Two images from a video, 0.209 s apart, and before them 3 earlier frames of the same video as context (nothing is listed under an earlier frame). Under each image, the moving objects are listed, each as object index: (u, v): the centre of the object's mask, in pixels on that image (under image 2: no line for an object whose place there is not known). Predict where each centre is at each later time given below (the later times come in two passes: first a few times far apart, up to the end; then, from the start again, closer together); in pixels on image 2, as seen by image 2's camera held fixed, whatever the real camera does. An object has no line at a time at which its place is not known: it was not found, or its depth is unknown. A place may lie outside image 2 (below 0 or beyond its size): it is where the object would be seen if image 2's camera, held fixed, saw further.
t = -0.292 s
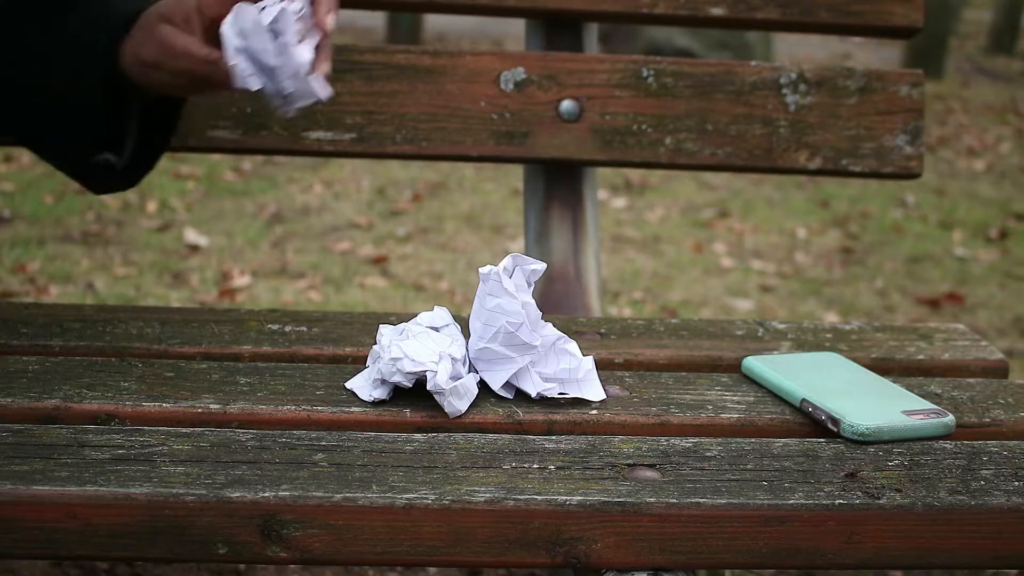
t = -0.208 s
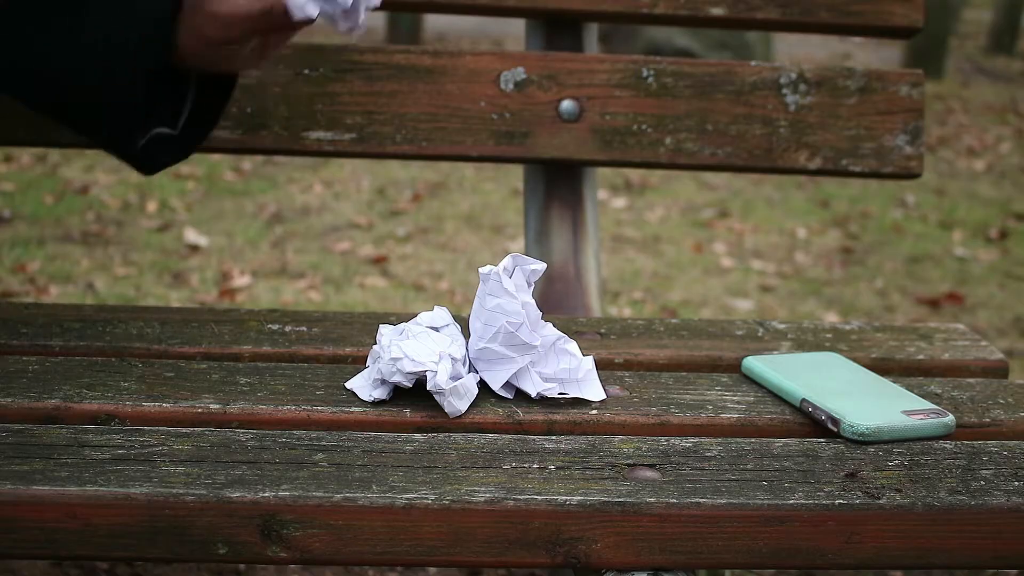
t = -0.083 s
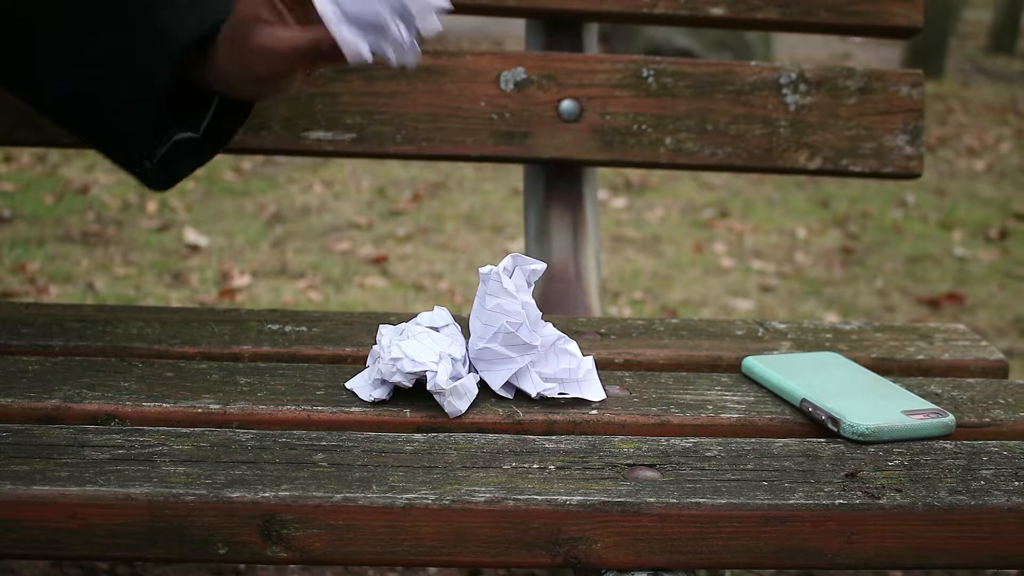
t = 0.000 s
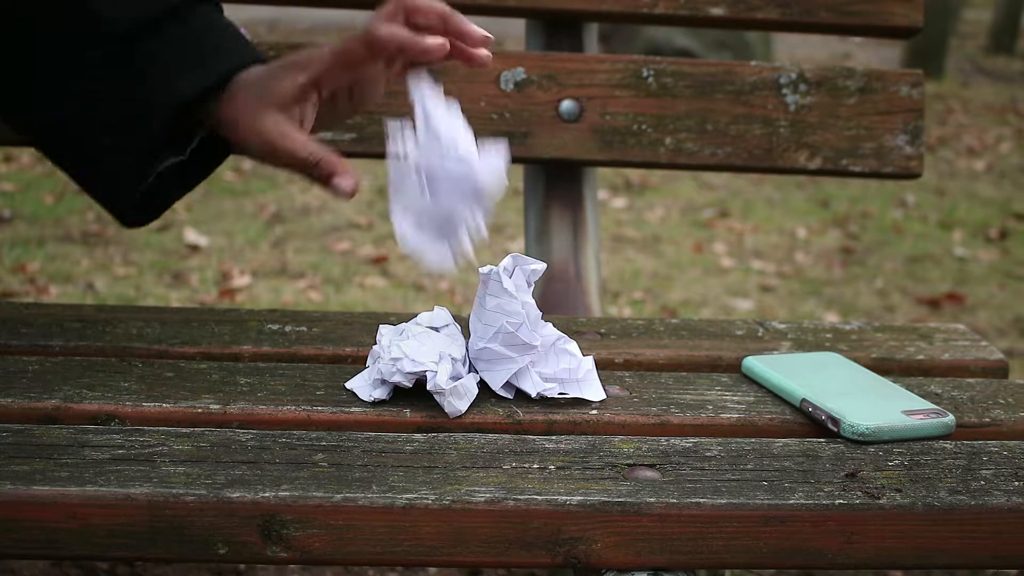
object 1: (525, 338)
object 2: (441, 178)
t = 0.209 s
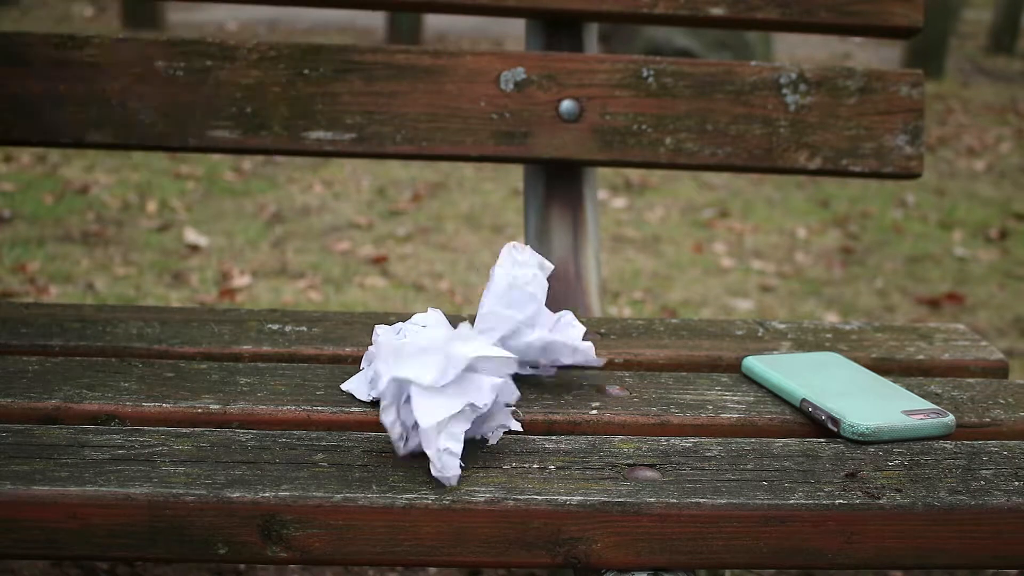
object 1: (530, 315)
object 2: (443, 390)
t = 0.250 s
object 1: (529, 317)
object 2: (428, 390)
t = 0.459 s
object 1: (542, 326)
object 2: (394, 381)
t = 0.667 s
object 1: (554, 329)
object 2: (407, 386)
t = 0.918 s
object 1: (557, 327)
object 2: (431, 392)
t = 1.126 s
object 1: (556, 328)
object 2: (428, 390)
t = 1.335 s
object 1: (556, 328)
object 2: (429, 390)
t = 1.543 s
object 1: (556, 328)
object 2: (429, 390)
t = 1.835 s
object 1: (556, 327)
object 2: (429, 390)
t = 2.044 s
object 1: (556, 327)
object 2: (429, 390)
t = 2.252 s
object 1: (556, 327)
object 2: (429, 391)
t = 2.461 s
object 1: (556, 327)
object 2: (429, 391)
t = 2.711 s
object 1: (556, 327)
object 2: (429, 391)
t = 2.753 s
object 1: (556, 327)
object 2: (429, 391)
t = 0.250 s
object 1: (529, 317)
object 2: (428, 390)
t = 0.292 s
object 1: (532, 320)
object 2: (419, 388)
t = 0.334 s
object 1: (540, 327)
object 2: (412, 387)
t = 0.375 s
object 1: (543, 329)
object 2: (404, 386)
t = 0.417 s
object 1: (541, 326)
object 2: (398, 383)
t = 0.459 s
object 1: (542, 326)
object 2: (394, 381)
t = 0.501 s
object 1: (544, 327)
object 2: (393, 381)
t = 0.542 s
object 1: (545, 327)
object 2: (394, 381)
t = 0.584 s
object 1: (547, 327)
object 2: (397, 383)
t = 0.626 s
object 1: (550, 328)
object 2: (402, 385)
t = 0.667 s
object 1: (554, 329)
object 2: (407, 386)
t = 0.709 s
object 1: (555, 325)
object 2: (410, 387)
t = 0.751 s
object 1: (555, 328)
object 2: (414, 387)
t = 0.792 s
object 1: (555, 328)
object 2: (418, 387)
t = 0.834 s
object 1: (554, 328)
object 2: (423, 388)
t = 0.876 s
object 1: (556, 328)
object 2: (429, 390)
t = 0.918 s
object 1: (557, 327)
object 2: (431, 392)
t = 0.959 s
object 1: (557, 327)
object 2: (432, 392)
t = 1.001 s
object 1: (557, 327)
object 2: (431, 392)
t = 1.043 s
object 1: (556, 327)
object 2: (429, 391)
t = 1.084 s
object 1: (556, 328)
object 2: (428, 389)
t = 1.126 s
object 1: (556, 328)
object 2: (428, 390)
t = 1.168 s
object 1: (556, 327)
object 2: (429, 390)
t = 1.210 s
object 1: (556, 328)
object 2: (429, 390)
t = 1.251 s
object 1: (556, 328)
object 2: (428, 390)
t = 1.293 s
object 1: (556, 328)
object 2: (429, 390)
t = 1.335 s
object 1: (556, 328)
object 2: (429, 390)
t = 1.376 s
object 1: (556, 328)
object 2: (429, 390)
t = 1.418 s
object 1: (556, 328)
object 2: (429, 390)
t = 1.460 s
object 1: (556, 328)
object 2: (429, 390)
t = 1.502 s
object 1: (556, 328)
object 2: (429, 390)
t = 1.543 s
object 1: (556, 328)
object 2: (429, 390)
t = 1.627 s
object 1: (556, 328)
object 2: (429, 390)
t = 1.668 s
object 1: (556, 327)
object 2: (429, 390)
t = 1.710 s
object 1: (556, 327)
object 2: (429, 390)
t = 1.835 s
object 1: (556, 327)
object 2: (429, 390)
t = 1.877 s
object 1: (556, 327)
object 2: (429, 390)
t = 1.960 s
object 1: (556, 327)
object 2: (429, 390)
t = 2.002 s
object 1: (556, 327)
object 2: (429, 390)
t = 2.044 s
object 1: (556, 327)
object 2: (429, 390)
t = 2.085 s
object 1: (556, 327)
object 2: (429, 390)
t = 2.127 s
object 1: (556, 327)
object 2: (429, 390)
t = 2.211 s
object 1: (556, 327)
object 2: (429, 391)
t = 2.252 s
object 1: (556, 327)
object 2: (429, 391)
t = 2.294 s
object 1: (556, 327)
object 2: (429, 391)
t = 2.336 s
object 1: (556, 327)
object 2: (429, 391)
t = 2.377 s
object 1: (556, 327)
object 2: (429, 391)
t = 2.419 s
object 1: (556, 327)
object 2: (429, 391)
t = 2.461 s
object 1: (556, 327)
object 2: (429, 391)
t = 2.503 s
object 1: (556, 327)
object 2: (429, 391)
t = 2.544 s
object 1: (556, 327)
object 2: (429, 391)
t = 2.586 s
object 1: (556, 327)
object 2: (429, 391)
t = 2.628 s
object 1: (556, 327)
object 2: (429, 391)
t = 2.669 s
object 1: (556, 327)
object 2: (429, 391)
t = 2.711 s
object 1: (556, 327)
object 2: (429, 391)
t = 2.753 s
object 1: (556, 327)
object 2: (429, 391)
